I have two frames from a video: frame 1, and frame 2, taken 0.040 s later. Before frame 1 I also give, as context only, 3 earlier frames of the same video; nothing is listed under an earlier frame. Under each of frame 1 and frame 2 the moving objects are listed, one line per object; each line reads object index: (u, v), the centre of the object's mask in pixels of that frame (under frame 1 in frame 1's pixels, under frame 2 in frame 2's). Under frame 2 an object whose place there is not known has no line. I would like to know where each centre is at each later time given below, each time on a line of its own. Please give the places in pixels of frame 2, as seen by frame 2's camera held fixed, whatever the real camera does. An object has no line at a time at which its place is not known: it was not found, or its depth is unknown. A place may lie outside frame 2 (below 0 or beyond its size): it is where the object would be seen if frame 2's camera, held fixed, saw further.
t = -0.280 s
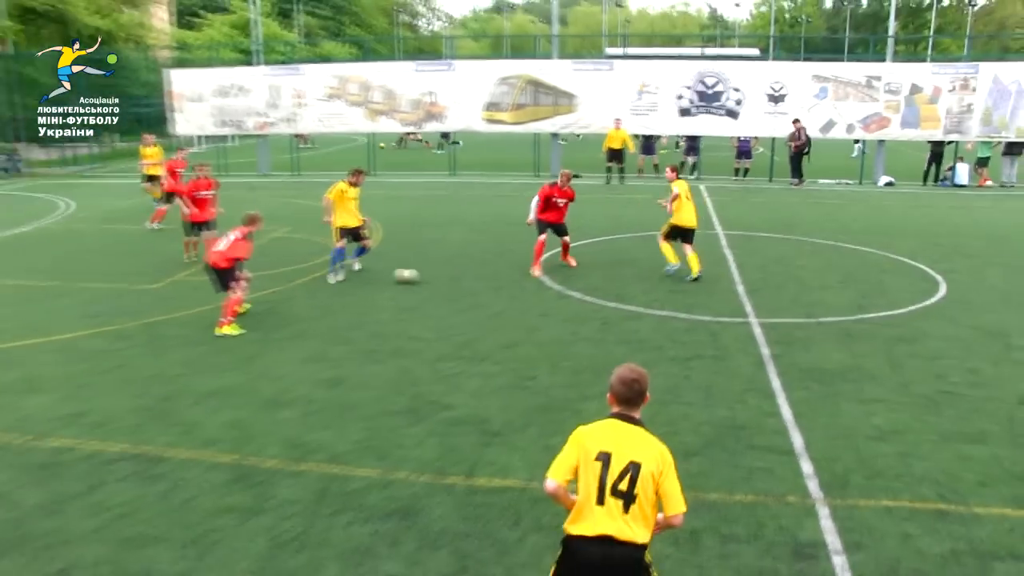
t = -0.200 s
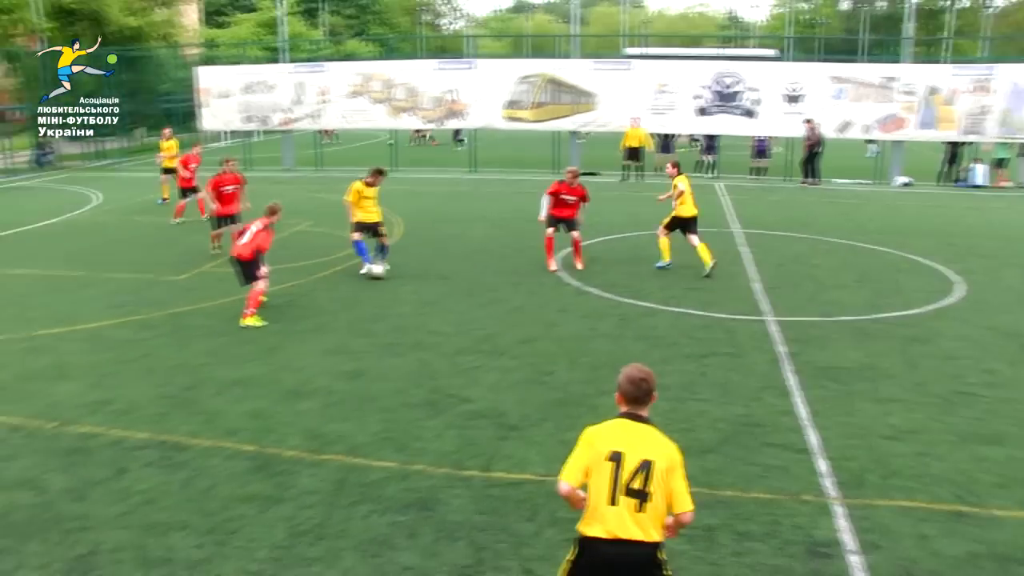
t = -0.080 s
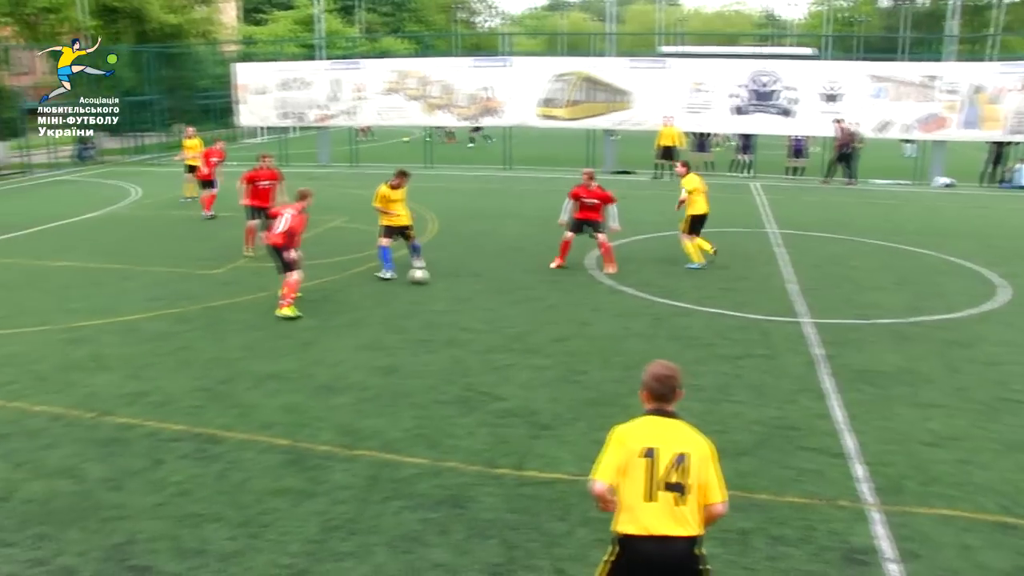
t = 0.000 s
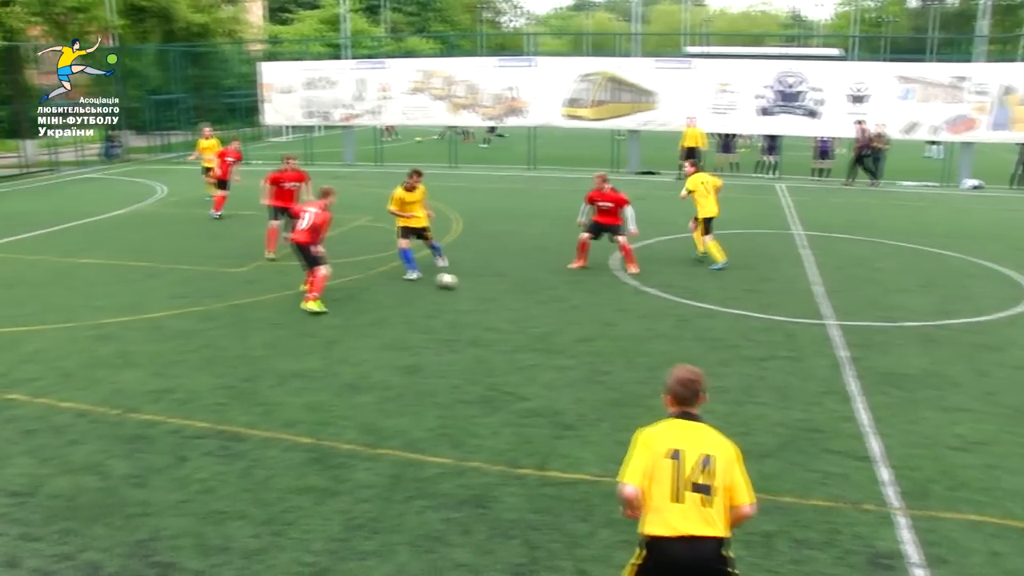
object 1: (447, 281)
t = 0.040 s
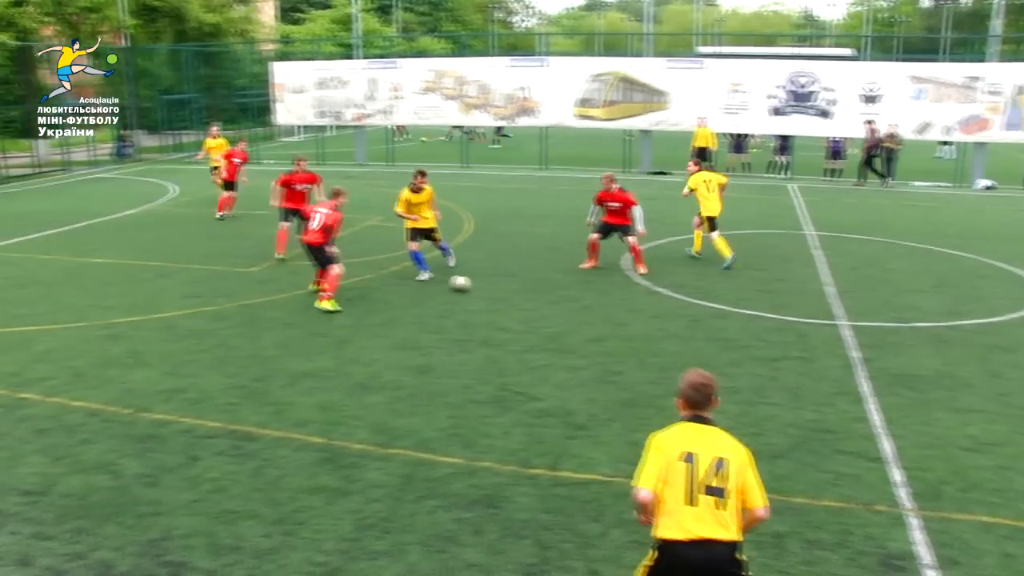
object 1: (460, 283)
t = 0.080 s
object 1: (464, 287)
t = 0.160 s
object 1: (472, 293)
